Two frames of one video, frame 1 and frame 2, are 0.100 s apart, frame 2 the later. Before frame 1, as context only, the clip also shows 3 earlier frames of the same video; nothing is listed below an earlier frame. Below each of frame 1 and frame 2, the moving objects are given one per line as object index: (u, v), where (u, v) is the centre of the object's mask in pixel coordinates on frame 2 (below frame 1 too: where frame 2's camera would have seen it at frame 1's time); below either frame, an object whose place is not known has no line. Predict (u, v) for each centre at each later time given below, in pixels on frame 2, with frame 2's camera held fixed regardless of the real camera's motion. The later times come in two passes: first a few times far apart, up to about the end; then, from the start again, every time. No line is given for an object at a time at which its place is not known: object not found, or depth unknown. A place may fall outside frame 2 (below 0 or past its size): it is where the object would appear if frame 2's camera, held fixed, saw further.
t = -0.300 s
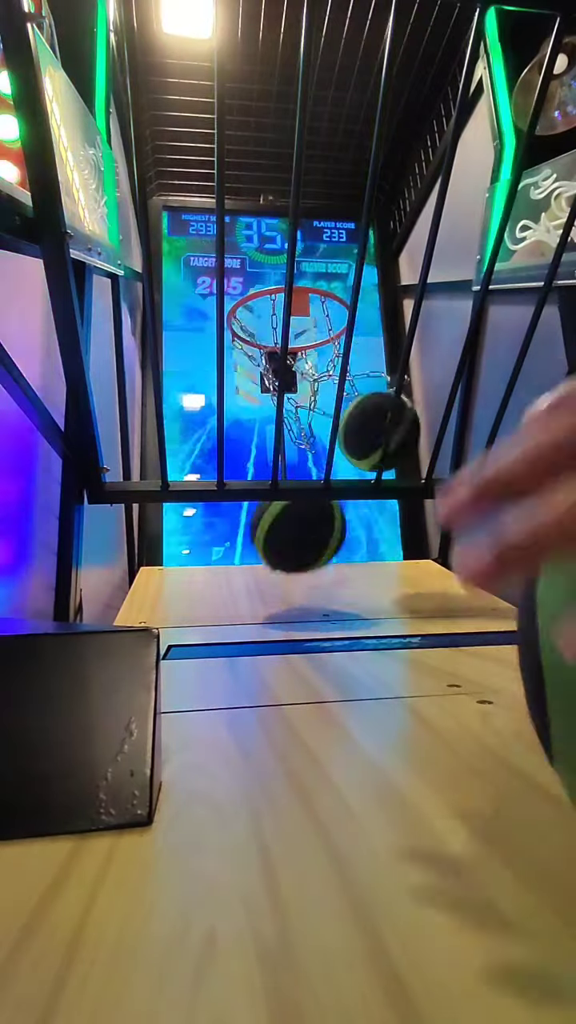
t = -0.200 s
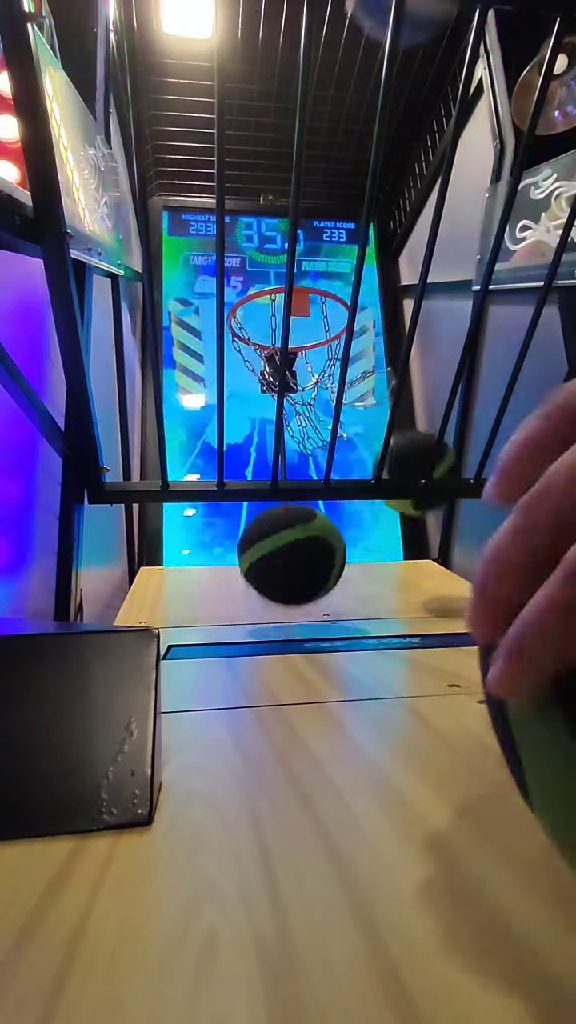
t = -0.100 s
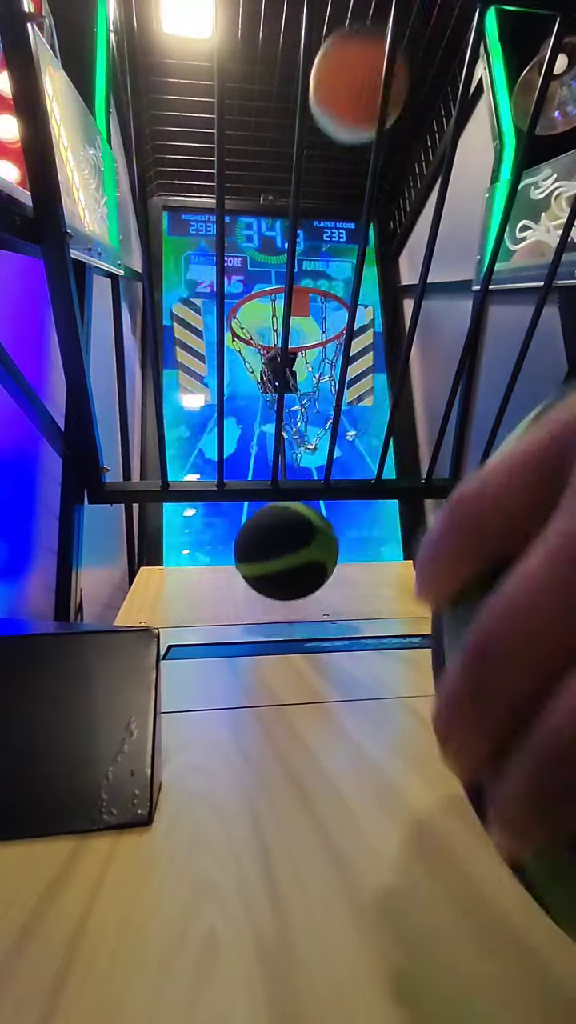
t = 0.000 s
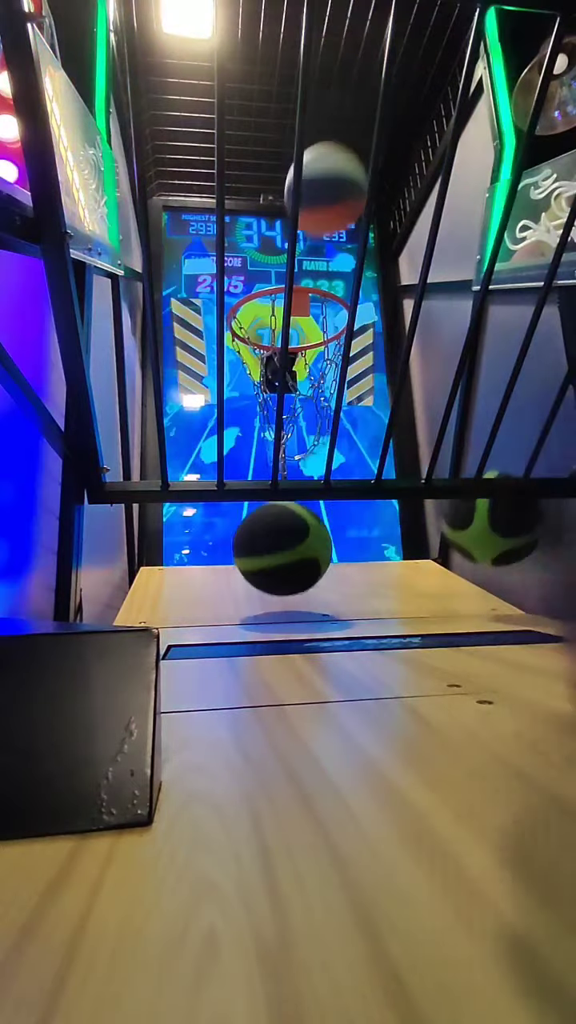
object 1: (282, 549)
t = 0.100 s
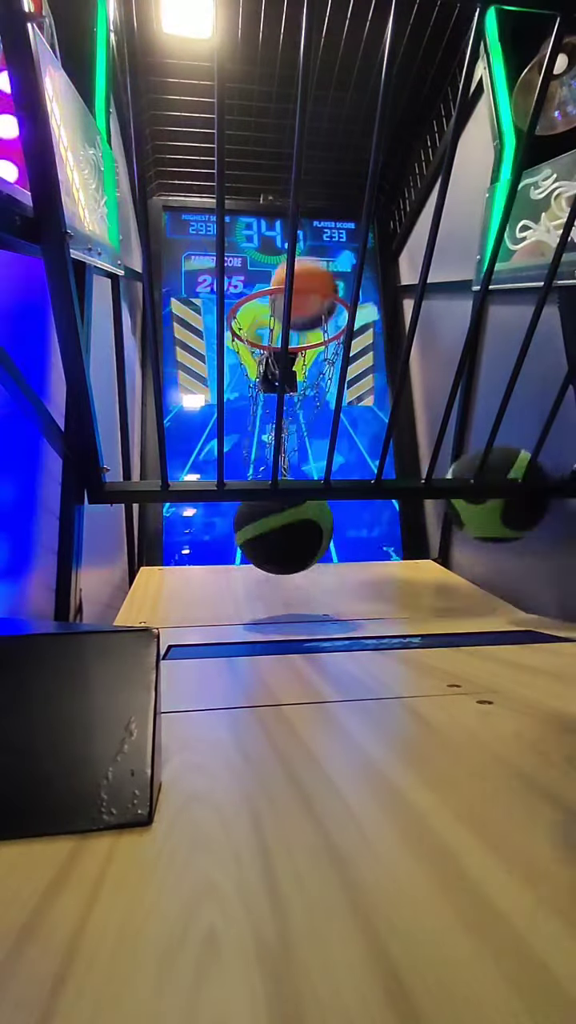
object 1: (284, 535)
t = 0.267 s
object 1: (290, 577)
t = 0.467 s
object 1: (297, 555)
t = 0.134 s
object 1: (284, 536)
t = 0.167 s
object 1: (285, 540)
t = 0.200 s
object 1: (287, 548)
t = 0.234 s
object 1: (288, 563)
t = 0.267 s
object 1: (290, 577)
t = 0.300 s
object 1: (290, 561)
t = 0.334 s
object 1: (291, 551)
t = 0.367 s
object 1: (292, 546)
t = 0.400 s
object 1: (294, 545)
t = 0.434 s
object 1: (295, 548)
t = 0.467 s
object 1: (297, 555)
